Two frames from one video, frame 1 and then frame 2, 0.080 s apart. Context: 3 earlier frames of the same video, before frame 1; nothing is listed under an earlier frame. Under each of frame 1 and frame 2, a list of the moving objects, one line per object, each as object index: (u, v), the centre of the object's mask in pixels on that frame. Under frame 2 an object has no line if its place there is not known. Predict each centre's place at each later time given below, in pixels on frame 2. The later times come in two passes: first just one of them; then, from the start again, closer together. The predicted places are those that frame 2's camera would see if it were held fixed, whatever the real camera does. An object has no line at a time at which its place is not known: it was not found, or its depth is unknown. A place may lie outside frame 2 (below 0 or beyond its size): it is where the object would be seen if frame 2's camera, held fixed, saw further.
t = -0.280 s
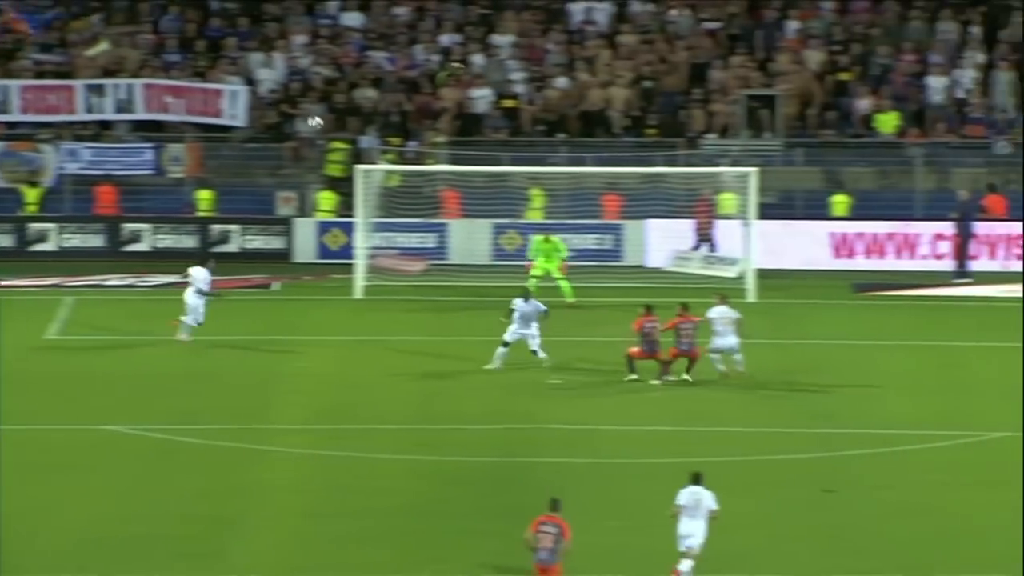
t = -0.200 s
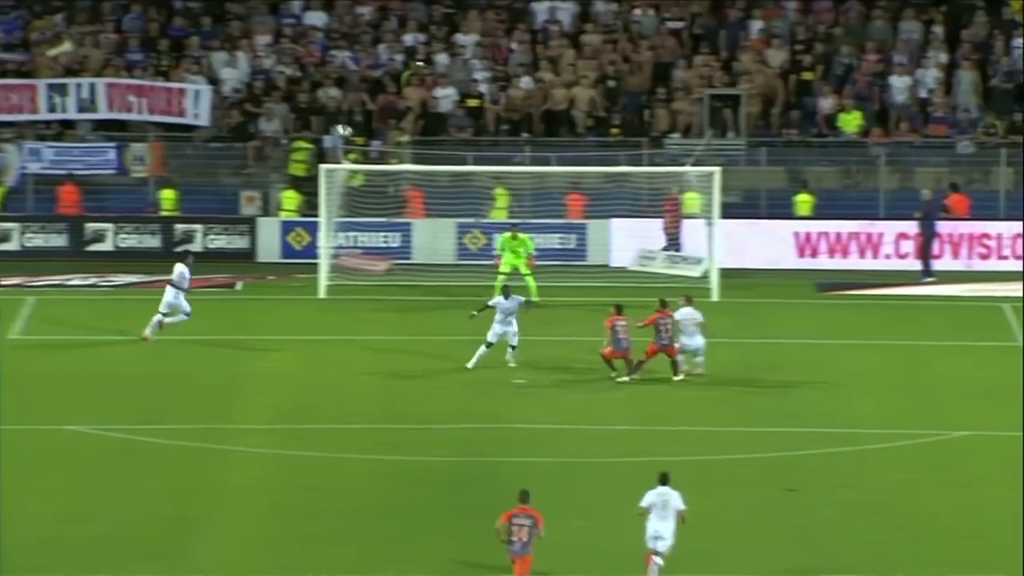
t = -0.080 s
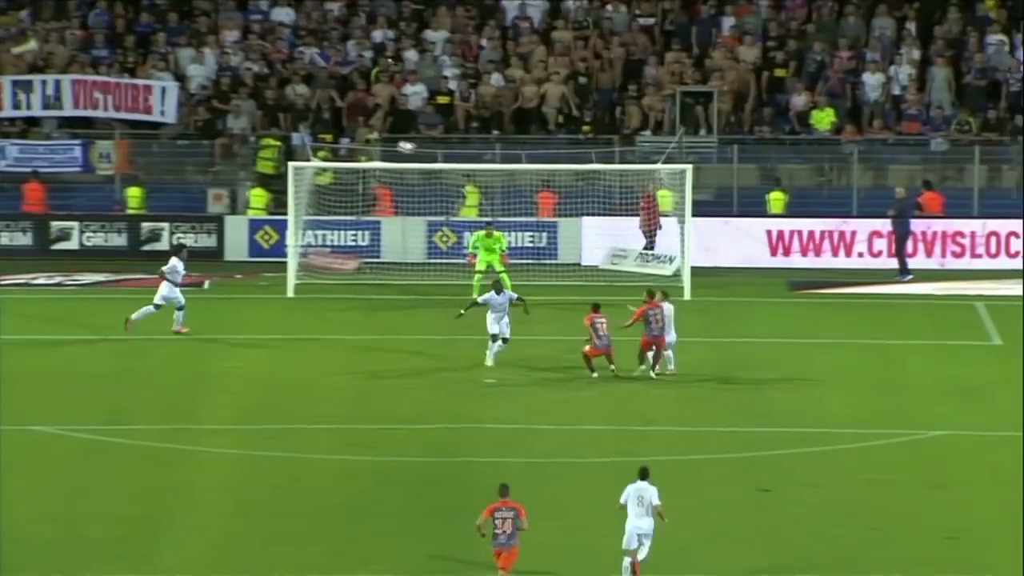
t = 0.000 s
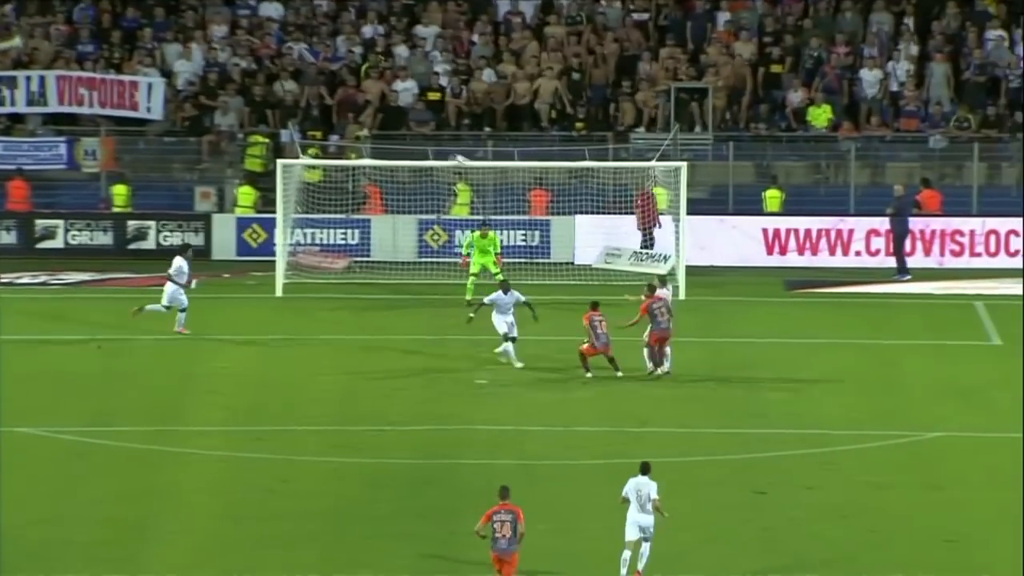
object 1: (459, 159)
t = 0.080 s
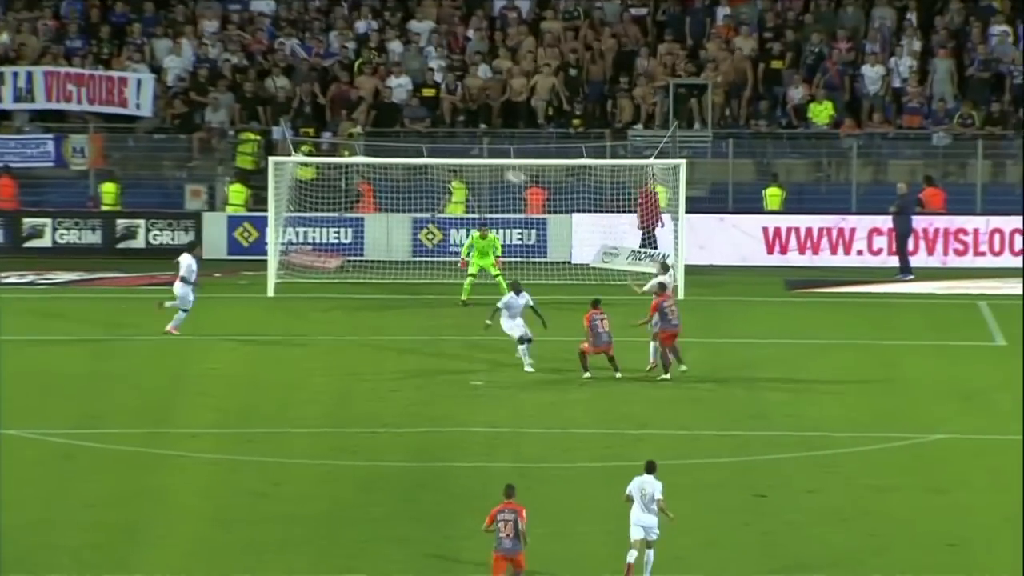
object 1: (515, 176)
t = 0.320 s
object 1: (695, 253)
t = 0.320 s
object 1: (695, 253)
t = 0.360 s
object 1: (724, 268)
